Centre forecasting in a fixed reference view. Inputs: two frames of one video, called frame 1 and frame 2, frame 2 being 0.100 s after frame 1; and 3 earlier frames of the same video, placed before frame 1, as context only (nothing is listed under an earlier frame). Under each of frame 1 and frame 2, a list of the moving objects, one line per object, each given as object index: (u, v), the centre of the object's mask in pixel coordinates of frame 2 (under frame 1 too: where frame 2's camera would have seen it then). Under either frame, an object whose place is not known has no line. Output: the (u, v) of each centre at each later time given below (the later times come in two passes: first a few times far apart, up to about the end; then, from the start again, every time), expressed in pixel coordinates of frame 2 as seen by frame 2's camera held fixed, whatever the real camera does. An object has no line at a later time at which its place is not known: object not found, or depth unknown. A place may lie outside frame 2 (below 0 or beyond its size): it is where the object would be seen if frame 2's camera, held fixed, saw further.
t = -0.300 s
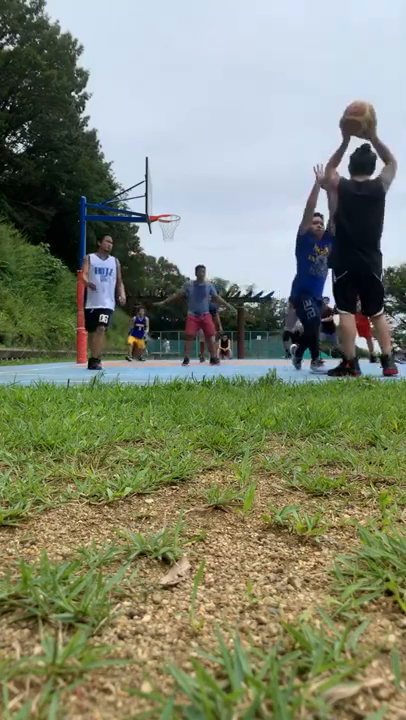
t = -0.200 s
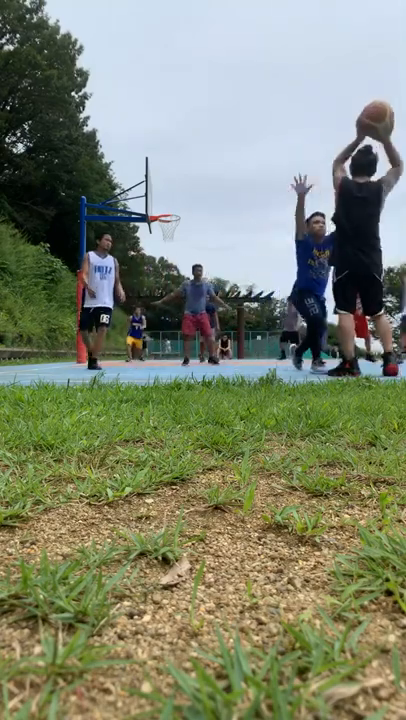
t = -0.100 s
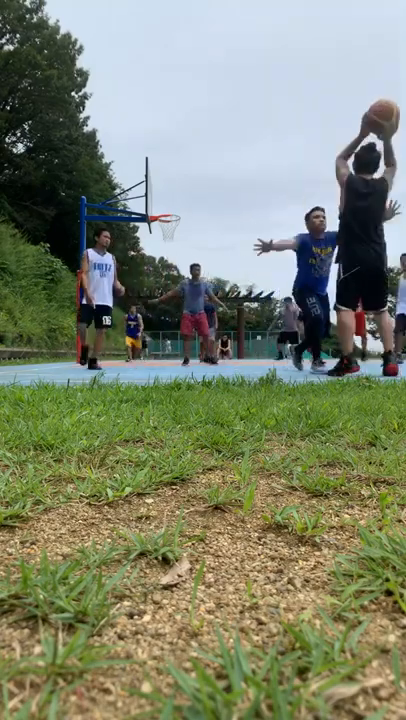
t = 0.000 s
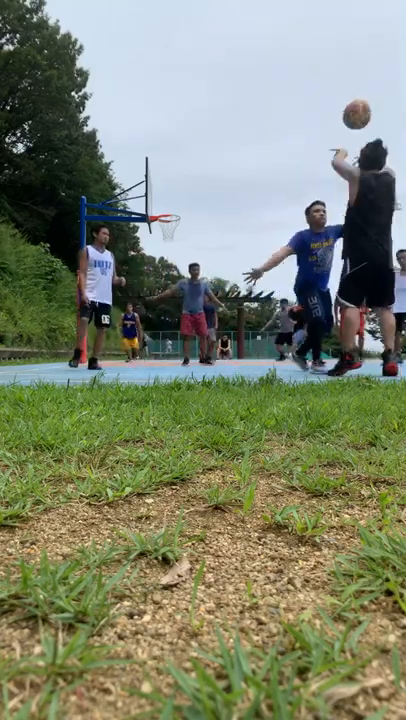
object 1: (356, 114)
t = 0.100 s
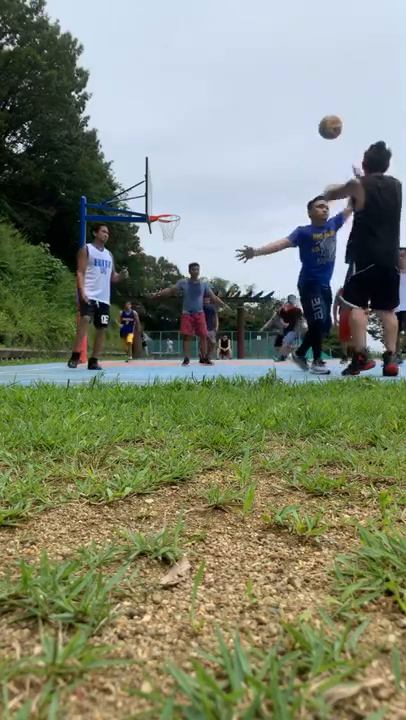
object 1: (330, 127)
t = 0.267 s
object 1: (301, 157)
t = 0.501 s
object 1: (276, 210)
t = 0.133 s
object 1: (323, 132)
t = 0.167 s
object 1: (316, 138)
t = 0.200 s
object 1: (311, 144)
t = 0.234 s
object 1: (306, 150)
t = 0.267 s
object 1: (301, 157)
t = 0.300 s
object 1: (297, 164)
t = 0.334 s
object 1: (293, 171)
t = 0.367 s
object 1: (289, 179)
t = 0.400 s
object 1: (285, 186)
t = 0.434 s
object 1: (282, 194)
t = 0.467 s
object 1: (279, 202)
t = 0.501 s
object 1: (276, 210)
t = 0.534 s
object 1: (273, 217)
